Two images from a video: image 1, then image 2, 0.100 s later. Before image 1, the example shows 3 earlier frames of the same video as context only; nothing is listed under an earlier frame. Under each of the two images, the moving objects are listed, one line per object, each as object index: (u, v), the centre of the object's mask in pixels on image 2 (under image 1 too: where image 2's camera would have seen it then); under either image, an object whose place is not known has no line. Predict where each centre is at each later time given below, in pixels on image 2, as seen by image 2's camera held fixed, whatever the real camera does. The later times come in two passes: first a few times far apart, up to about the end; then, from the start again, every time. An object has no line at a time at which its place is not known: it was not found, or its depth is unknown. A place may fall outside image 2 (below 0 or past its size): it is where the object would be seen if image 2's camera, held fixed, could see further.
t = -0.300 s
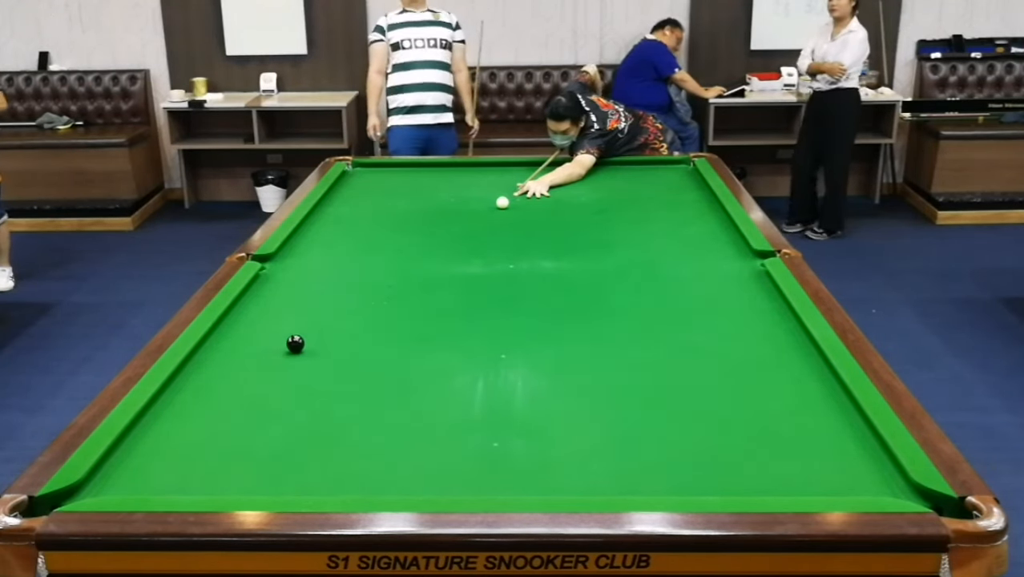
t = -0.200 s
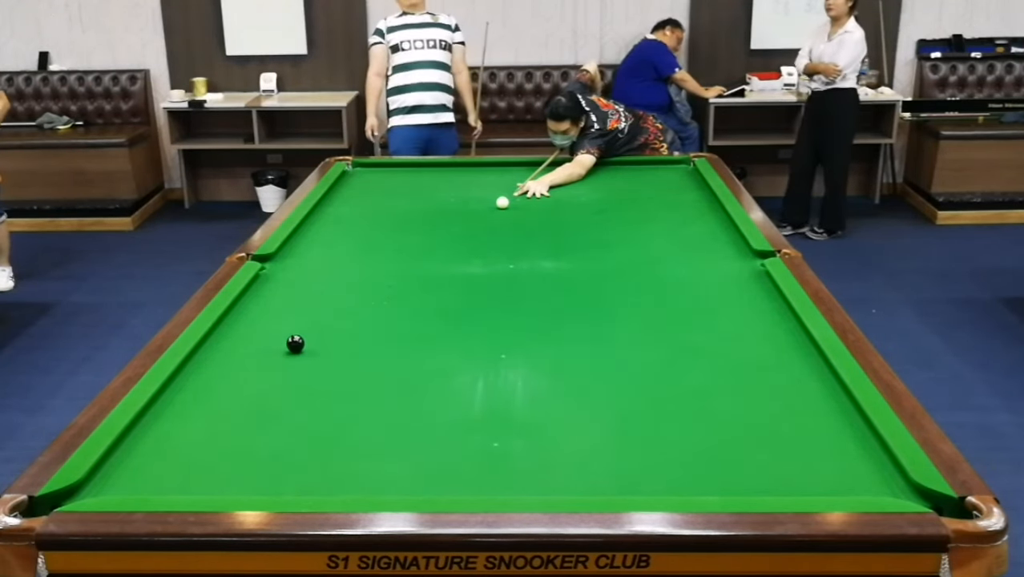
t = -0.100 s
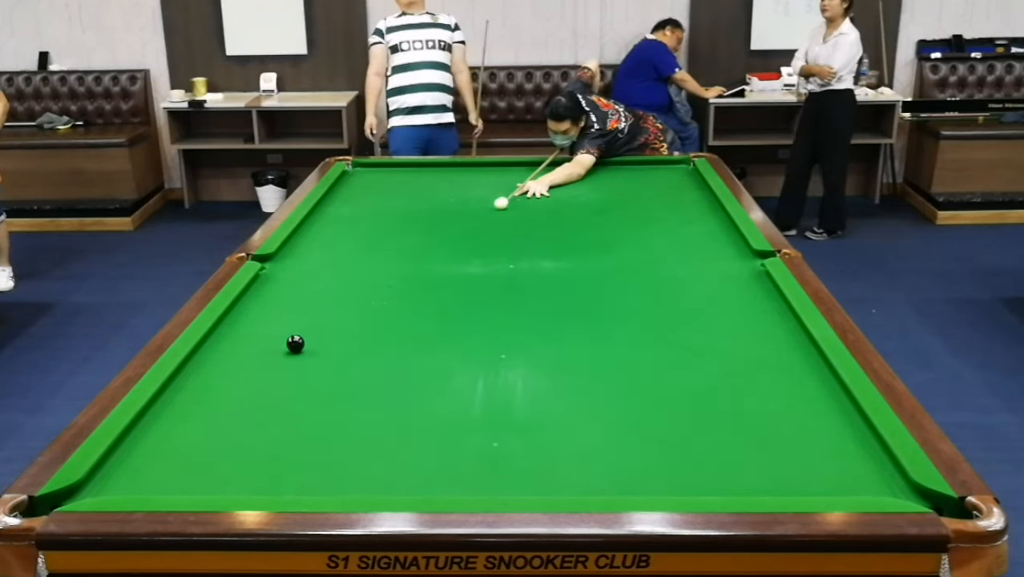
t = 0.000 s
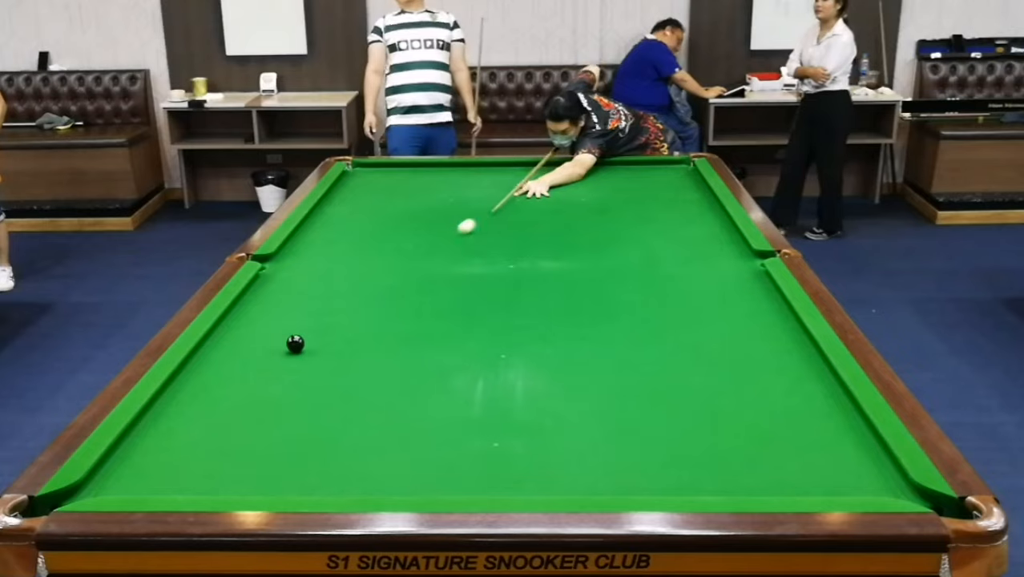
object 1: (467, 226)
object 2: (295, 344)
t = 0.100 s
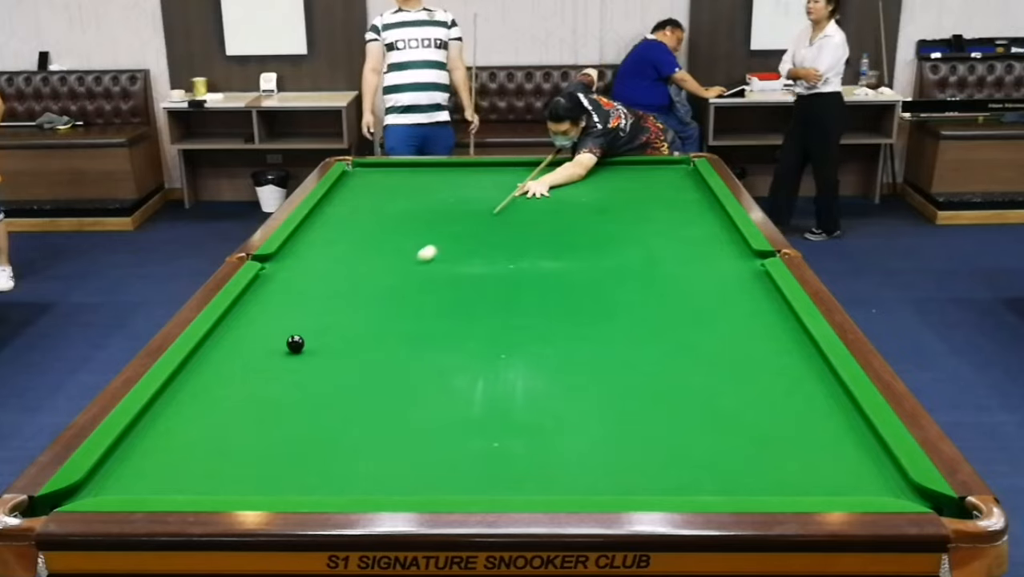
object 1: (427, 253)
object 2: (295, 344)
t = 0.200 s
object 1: (383, 283)
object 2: (295, 343)
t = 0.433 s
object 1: (303, 339)
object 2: (252, 374)
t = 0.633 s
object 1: (296, 344)
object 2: (125, 457)
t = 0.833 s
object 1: (289, 350)
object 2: (107, 472)
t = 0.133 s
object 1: (413, 263)
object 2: (295, 343)
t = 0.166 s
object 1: (398, 273)
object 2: (295, 343)
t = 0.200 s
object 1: (383, 283)
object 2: (295, 343)
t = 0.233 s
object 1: (367, 294)
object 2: (295, 343)
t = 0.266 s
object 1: (351, 305)
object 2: (295, 343)
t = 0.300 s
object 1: (334, 317)
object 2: (295, 343)
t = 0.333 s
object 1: (316, 328)
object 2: (295, 343)
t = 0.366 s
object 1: (305, 337)
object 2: (289, 348)
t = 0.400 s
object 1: (304, 338)
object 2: (271, 361)
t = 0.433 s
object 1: (303, 339)
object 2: (252, 374)
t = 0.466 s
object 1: (302, 340)
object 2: (232, 386)
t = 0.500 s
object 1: (301, 340)
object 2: (212, 400)
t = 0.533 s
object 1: (300, 341)
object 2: (191, 414)
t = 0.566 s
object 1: (298, 342)
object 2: (169, 429)
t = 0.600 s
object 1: (297, 343)
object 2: (148, 442)
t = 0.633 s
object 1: (296, 344)
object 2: (125, 457)
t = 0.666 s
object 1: (295, 345)
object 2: (100, 474)
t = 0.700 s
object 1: (294, 346)
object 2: (96, 485)
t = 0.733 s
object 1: (292, 347)
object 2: (94, 492)
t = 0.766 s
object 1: (292, 348)
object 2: (95, 486)
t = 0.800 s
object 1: (290, 349)
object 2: (96, 479)
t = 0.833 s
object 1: (289, 350)
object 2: (107, 472)
